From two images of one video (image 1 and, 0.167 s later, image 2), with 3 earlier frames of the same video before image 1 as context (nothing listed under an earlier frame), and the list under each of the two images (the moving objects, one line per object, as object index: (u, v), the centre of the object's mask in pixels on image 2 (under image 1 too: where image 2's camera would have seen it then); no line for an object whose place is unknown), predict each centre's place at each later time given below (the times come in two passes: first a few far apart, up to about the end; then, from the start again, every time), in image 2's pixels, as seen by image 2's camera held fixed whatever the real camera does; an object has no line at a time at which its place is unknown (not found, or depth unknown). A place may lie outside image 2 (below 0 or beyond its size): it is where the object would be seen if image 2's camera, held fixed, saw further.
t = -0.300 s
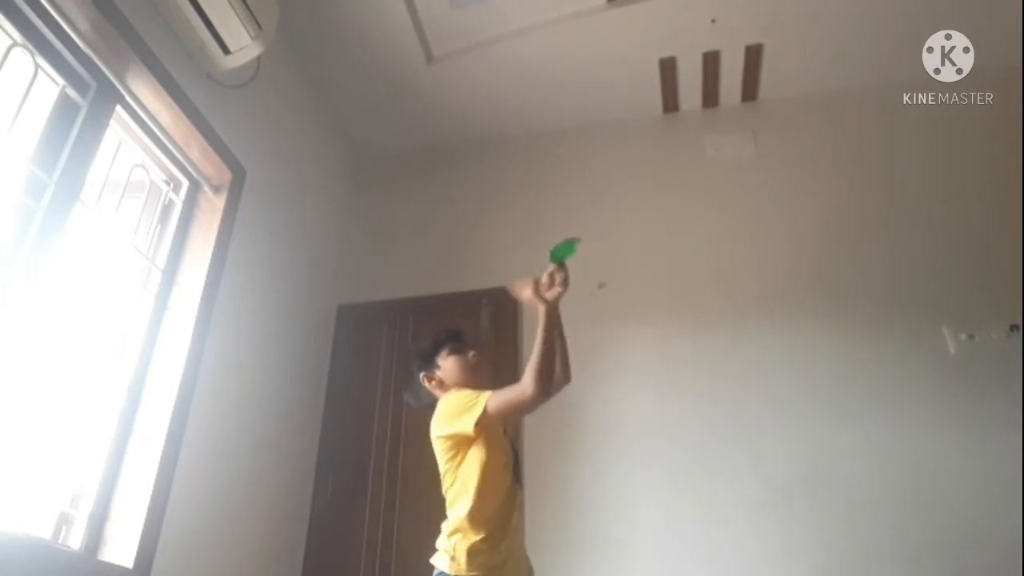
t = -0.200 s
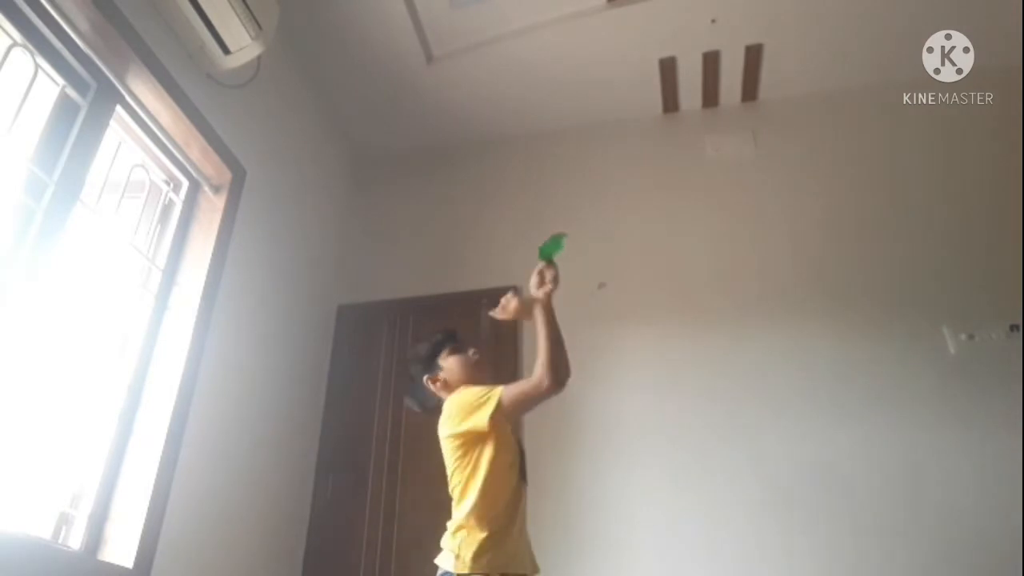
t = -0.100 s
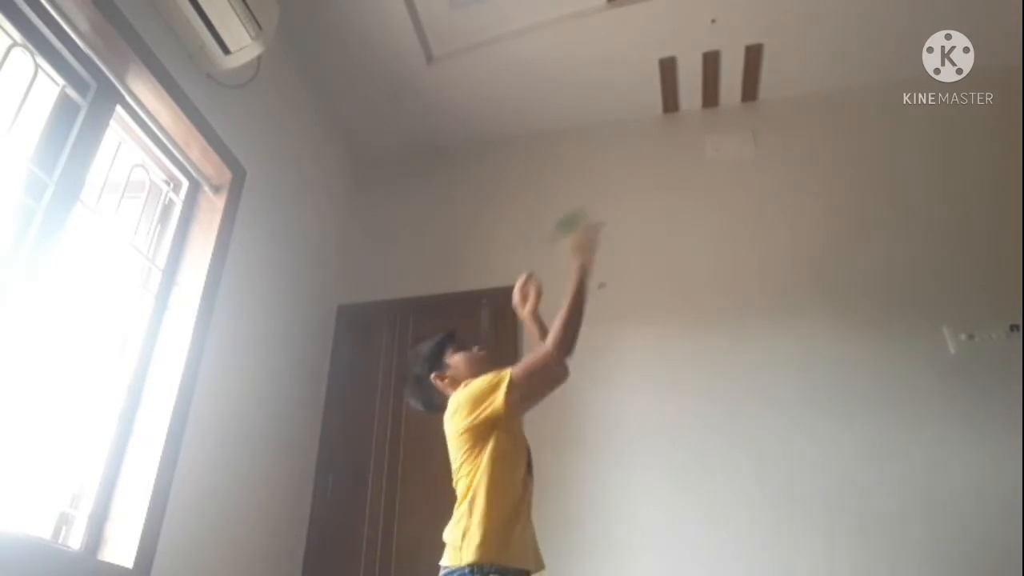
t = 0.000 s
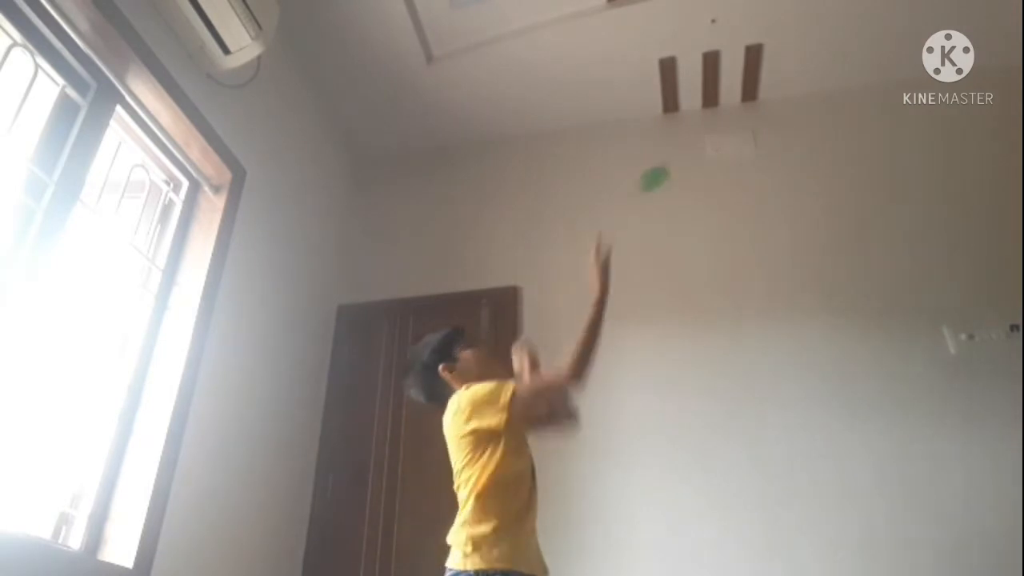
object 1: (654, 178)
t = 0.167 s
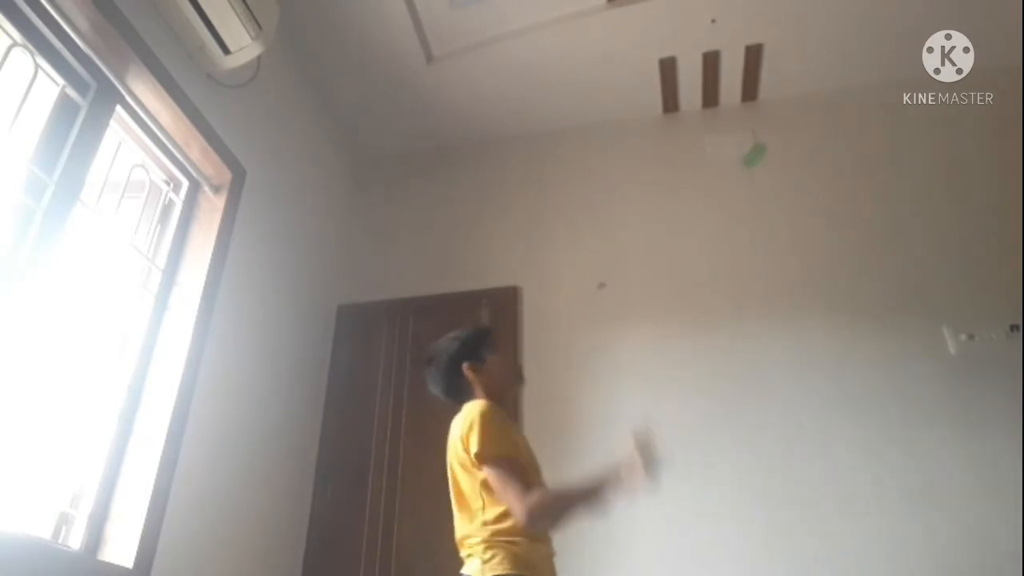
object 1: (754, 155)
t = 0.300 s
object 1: (806, 168)
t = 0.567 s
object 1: (867, 265)
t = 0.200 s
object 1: (768, 157)
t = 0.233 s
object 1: (782, 159)
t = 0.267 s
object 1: (792, 165)
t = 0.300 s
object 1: (806, 168)
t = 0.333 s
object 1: (814, 177)
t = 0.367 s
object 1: (824, 185)
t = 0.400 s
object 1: (834, 196)
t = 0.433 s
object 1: (845, 206)
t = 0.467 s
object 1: (851, 220)
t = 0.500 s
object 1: (856, 233)
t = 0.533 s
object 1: (861, 248)
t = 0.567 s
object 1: (867, 265)
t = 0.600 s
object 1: (868, 282)
